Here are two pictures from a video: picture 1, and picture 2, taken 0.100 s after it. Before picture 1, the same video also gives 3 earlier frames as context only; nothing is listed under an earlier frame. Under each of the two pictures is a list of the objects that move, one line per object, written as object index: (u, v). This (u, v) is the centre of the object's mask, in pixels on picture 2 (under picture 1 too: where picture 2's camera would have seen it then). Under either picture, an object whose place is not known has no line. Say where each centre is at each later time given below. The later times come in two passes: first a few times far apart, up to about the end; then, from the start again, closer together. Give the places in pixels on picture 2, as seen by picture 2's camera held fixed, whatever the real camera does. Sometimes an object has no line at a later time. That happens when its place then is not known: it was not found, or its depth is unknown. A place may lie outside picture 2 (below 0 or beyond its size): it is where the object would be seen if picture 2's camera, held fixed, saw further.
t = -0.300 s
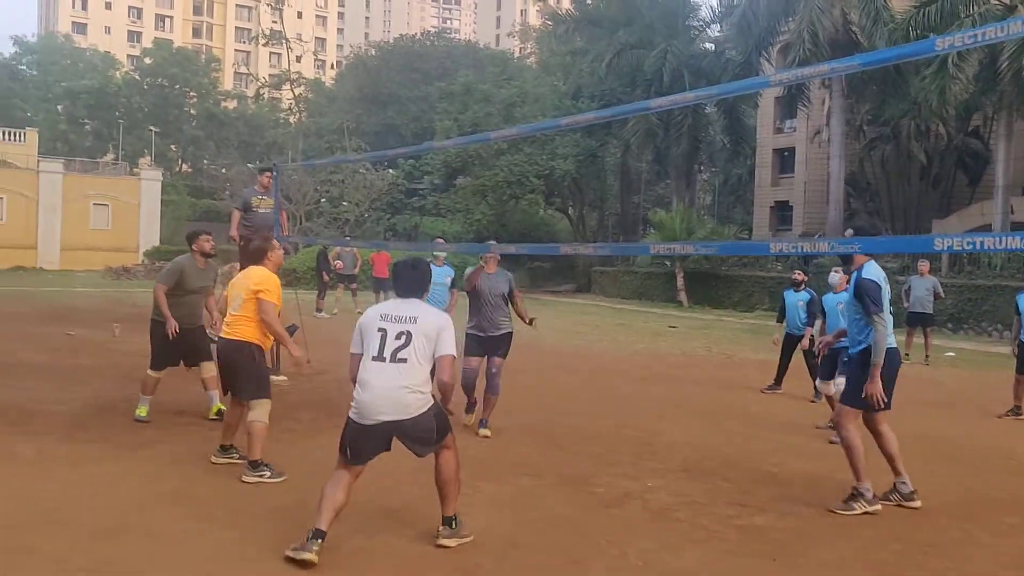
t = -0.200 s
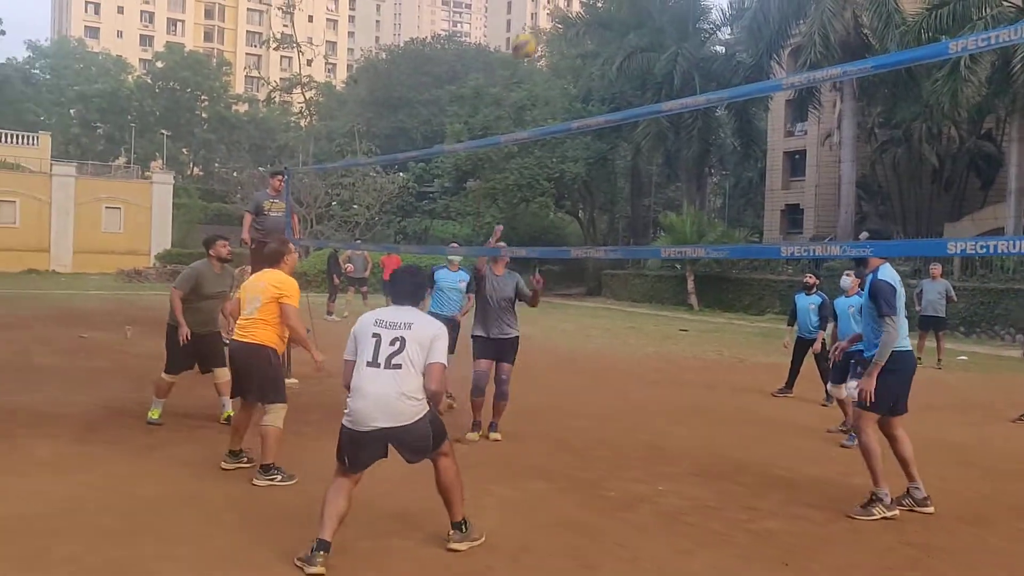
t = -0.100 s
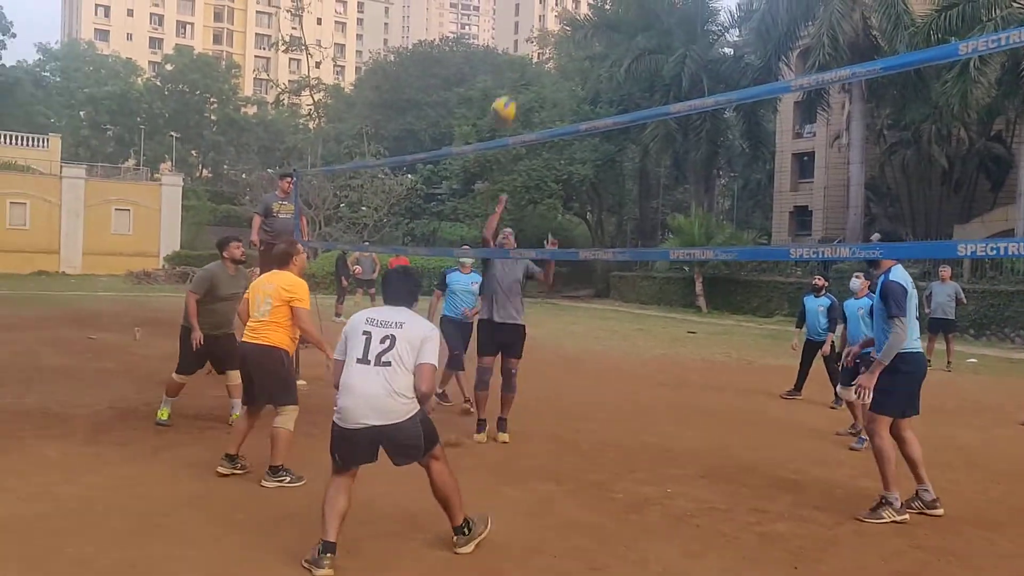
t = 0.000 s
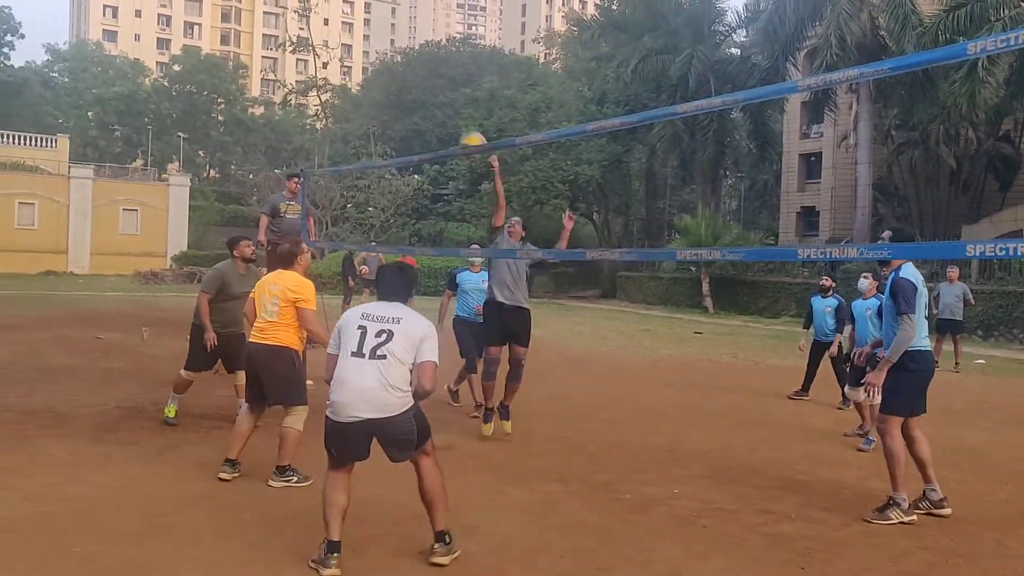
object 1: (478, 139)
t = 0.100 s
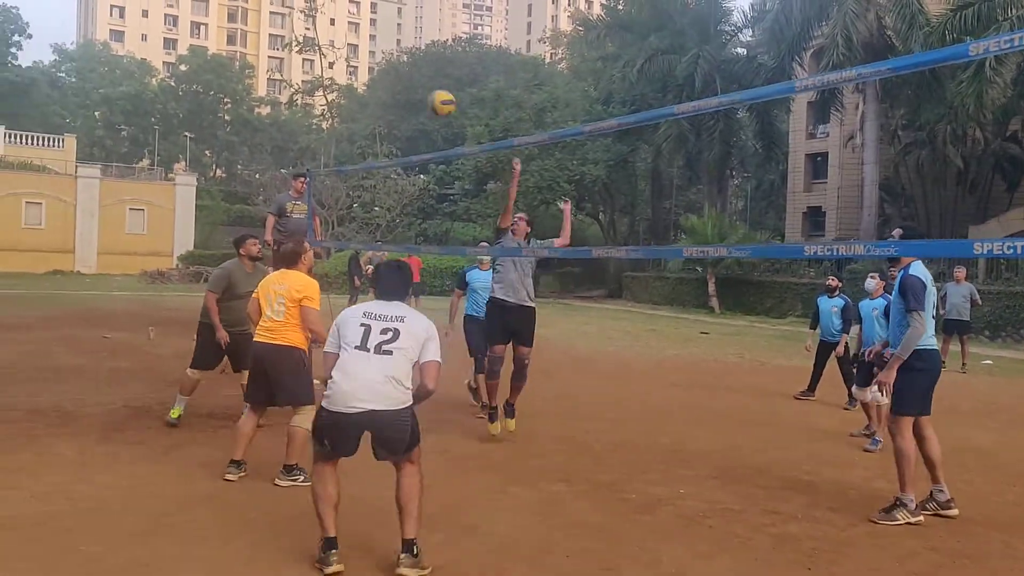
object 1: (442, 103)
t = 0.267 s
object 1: (372, 57)
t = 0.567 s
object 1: (220, 65)
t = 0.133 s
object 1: (429, 91)
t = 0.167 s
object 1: (415, 81)
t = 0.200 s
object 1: (400, 72)
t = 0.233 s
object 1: (387, 64)
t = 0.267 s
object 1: (372, 57)
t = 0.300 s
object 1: (357, 52)
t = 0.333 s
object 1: (341, 47)
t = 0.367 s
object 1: (326, 46)
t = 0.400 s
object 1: (311, 44)
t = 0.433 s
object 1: (293, 44)
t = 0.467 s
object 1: (275, 47)
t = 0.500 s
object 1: (256, 52)
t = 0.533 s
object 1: (241, 57)
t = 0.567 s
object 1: (220, 65)
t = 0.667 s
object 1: (162, 104)
